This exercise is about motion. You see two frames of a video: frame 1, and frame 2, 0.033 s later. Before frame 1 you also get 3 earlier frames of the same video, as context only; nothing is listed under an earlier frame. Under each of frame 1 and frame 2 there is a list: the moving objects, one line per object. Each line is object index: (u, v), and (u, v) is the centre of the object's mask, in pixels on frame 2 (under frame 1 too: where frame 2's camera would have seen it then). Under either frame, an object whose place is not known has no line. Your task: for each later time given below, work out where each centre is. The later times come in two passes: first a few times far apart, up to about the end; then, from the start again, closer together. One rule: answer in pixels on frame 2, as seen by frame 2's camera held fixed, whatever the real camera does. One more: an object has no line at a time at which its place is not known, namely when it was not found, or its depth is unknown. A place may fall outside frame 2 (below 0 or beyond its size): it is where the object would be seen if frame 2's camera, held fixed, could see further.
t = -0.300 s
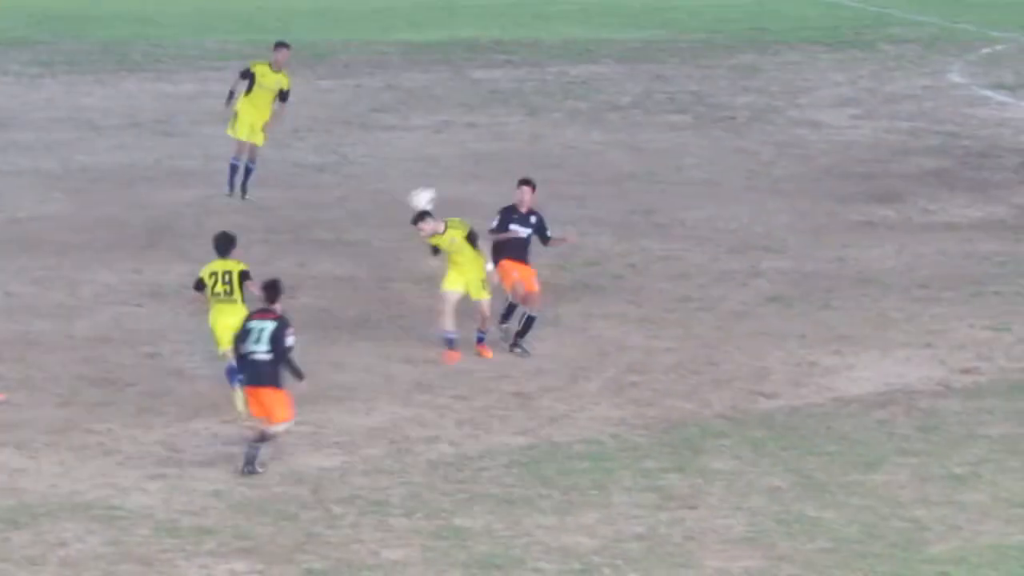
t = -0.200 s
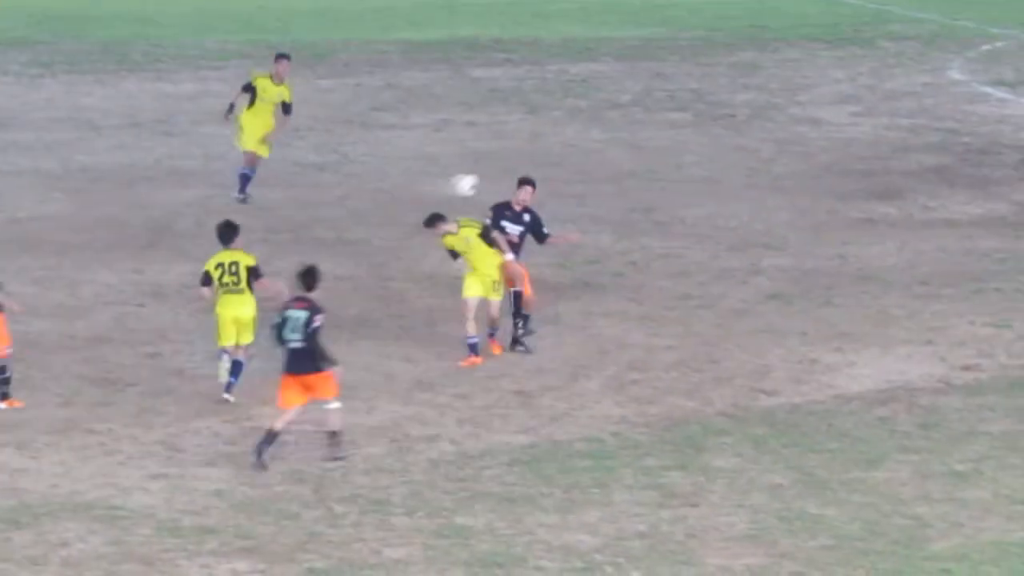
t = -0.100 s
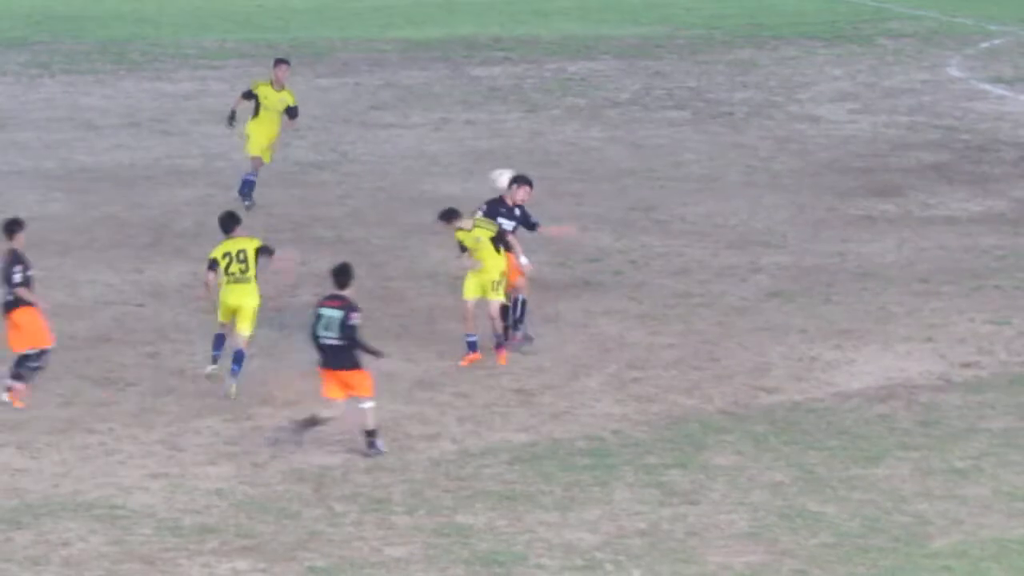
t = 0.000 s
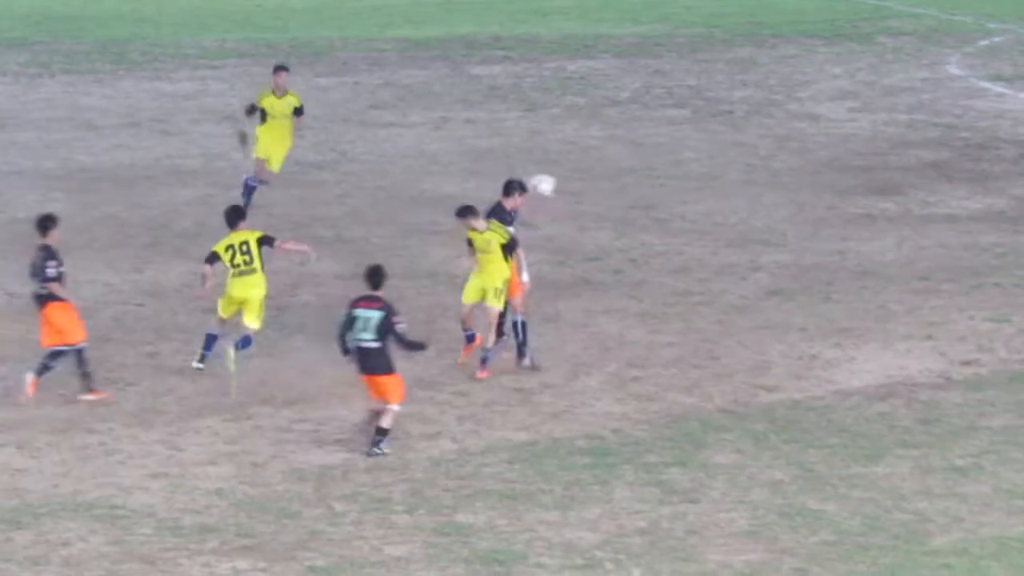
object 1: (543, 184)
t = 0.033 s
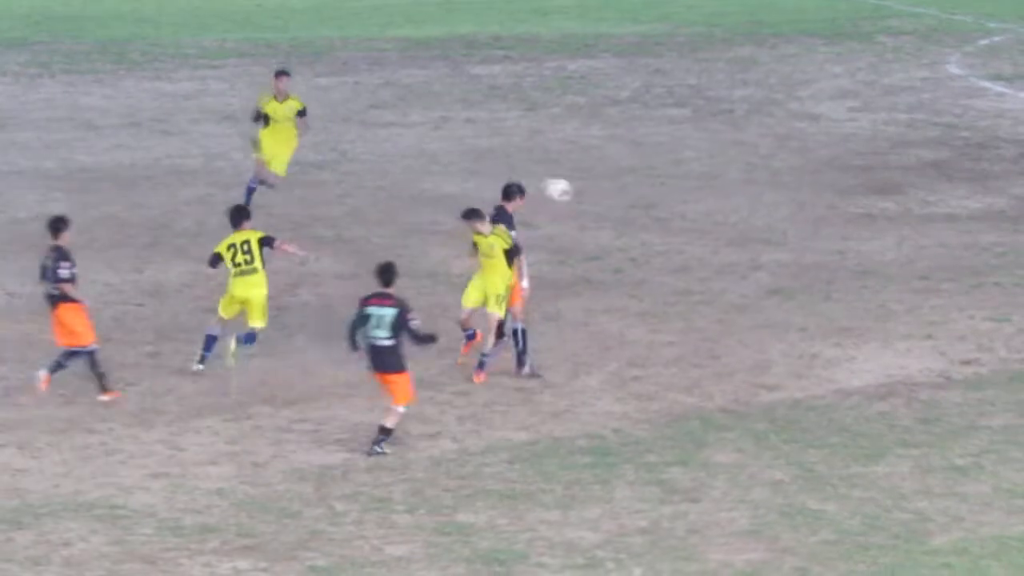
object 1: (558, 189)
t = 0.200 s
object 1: (620, 228)
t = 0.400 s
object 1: (690, 310)
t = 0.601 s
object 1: (765, 241)
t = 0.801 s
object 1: (838, 208)
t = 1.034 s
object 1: (917, 221)
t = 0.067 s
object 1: (571, 194)
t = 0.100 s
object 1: (583, 202)
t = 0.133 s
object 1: (596, 210)
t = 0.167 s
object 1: (607, 218)
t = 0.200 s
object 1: (620, 228)
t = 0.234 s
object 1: (632, 239)
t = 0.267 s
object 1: (645, 252)
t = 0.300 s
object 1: (656, 266)
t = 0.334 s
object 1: (668, 279)
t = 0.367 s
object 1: (679, 295)
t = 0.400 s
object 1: (690, 310)
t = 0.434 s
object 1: (702, 300)
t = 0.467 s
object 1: (716, 285)
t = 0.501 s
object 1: (728, 273)
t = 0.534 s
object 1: (741, 261)
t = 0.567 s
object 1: (754, 250)
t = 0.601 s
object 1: (765, 241)
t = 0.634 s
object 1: (778, 232)
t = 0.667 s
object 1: (790, 225)
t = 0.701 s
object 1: (802, 219)
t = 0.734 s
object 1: (814, 214)
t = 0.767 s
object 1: (826, 211)
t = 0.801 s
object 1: (838, 208)
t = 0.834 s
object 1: (849, 207)
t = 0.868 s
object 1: (861, 206)
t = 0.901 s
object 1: (871, 207)
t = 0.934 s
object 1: (884, 208)
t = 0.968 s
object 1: (895, 212)
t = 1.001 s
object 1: (905, 215)
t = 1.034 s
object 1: (917, 221)
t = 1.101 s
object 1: (940, 234)
